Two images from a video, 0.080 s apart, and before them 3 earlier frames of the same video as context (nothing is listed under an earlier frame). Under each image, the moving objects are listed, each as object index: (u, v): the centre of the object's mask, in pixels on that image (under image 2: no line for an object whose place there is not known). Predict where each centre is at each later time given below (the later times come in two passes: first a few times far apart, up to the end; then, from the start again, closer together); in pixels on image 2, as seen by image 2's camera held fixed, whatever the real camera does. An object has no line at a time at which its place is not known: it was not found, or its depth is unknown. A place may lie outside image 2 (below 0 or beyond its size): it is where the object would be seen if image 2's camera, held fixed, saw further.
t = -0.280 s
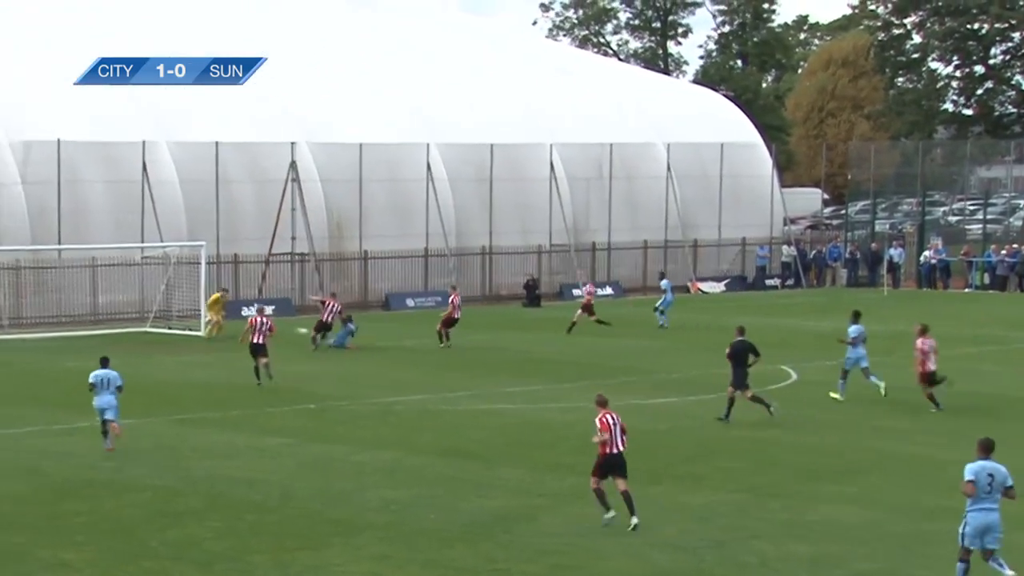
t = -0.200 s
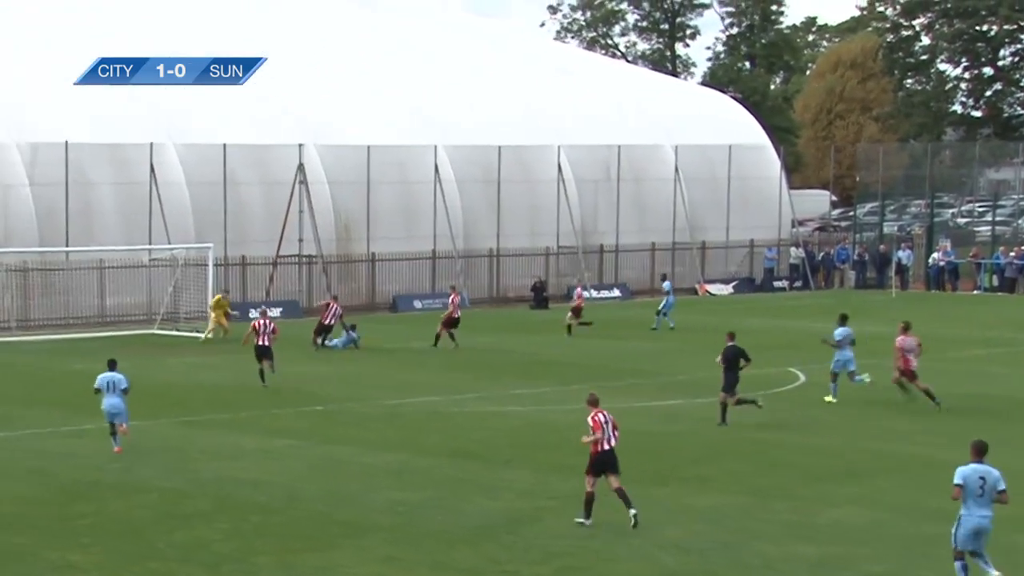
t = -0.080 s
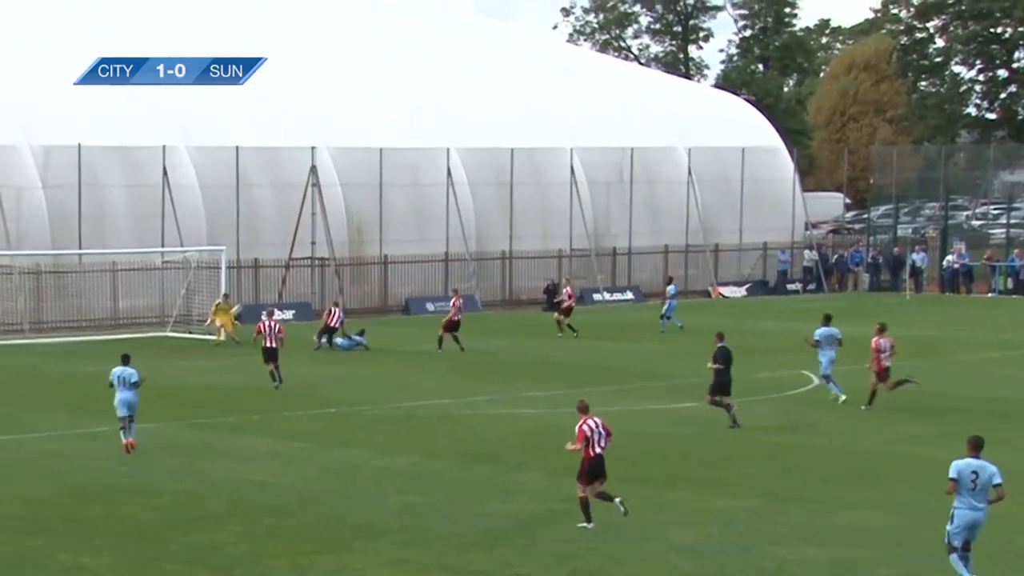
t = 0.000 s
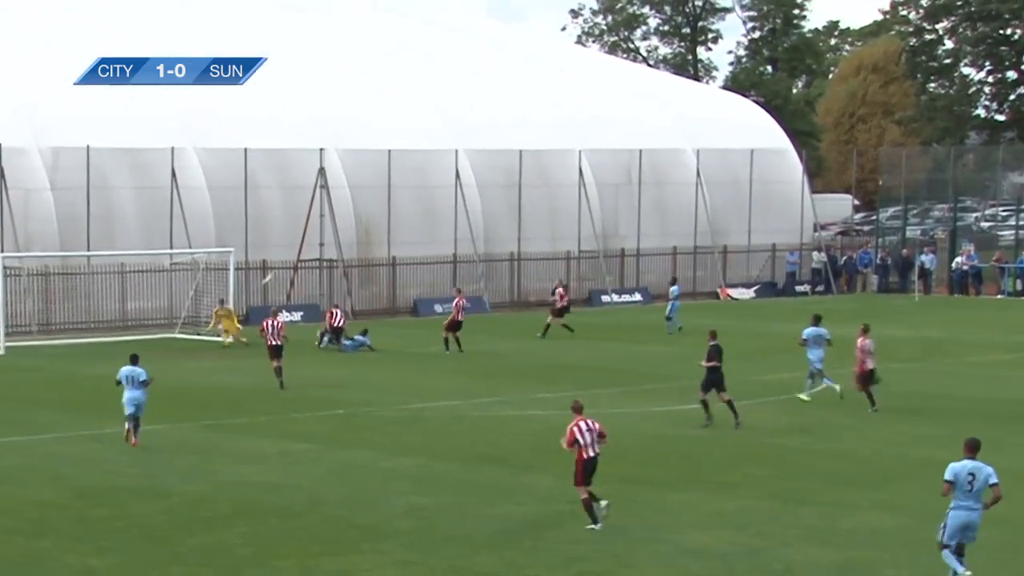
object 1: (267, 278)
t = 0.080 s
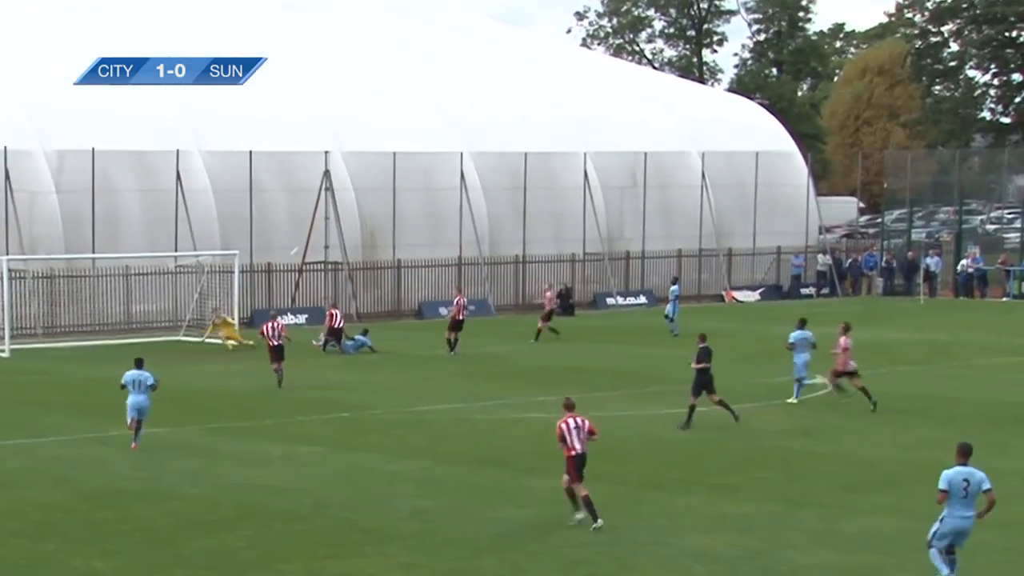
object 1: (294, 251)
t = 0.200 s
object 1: (329, 210)
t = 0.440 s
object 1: (396, 145)
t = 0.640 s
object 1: (448, 104)
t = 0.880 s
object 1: (509, 75)
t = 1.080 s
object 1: (560, 67)
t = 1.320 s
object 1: (621, 78)
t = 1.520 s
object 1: (670, 104)
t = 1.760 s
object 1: (730, 156)
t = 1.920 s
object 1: (770, 199)
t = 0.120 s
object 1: (307, 237)
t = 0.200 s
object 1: (329, 210)
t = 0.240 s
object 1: (341, 198)
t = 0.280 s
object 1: (351, 187)
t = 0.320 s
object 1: (363, 175)
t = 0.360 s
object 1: (373, 164)
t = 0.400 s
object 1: (384, 155)
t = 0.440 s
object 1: (396, 145)
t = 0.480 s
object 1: (406, 136)
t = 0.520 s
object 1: (417, 126)
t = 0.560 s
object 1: (427, 119)
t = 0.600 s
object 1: (438, 111)
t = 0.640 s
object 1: (448, 104)
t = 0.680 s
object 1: (458, 98)
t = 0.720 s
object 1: (469, 92)
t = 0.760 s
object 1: (479, 87)
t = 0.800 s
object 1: (489, 83)
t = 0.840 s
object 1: (499, 78)
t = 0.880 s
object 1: (509, 75)
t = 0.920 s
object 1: (520, 72)
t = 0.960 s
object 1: (530, 70)
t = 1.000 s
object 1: (540, 69)
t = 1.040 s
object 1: (550, 67)
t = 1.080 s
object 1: (560, 67)
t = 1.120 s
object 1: (570, 67)
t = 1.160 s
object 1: (580, 68)
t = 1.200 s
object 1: (591, 70)
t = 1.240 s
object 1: (601, 72)
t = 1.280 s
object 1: (610, 75)
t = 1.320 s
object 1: (621, 78)
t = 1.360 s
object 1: (630, 82)
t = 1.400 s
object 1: (641, 87)
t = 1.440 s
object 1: (650, 92)
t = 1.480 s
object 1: (660, 98)
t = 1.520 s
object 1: (670, 104)
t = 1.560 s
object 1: (680, 111)
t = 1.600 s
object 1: (690, 119)
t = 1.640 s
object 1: (701, 127)
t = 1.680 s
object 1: (711, 135)
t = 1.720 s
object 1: (720, 145)
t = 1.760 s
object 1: (730, 156)
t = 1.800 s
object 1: (740, 165)
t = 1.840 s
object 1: (749, 175)
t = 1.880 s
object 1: (759, 185)
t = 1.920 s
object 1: (770, 199)
